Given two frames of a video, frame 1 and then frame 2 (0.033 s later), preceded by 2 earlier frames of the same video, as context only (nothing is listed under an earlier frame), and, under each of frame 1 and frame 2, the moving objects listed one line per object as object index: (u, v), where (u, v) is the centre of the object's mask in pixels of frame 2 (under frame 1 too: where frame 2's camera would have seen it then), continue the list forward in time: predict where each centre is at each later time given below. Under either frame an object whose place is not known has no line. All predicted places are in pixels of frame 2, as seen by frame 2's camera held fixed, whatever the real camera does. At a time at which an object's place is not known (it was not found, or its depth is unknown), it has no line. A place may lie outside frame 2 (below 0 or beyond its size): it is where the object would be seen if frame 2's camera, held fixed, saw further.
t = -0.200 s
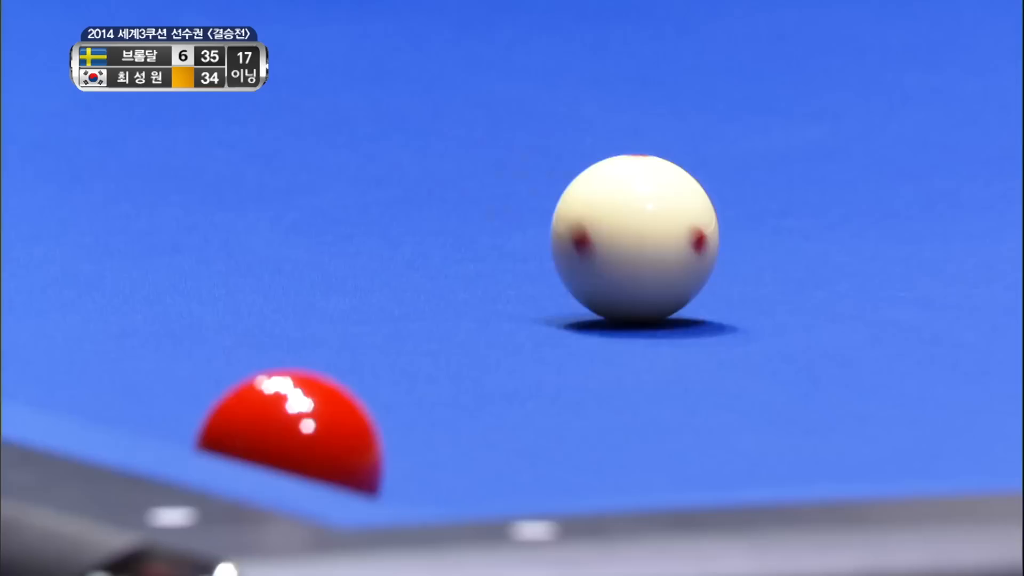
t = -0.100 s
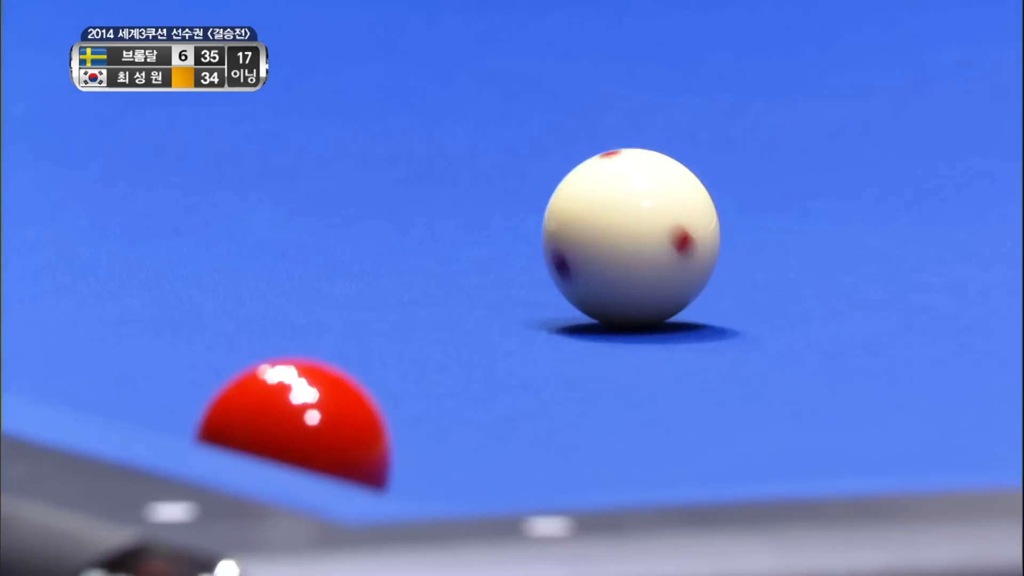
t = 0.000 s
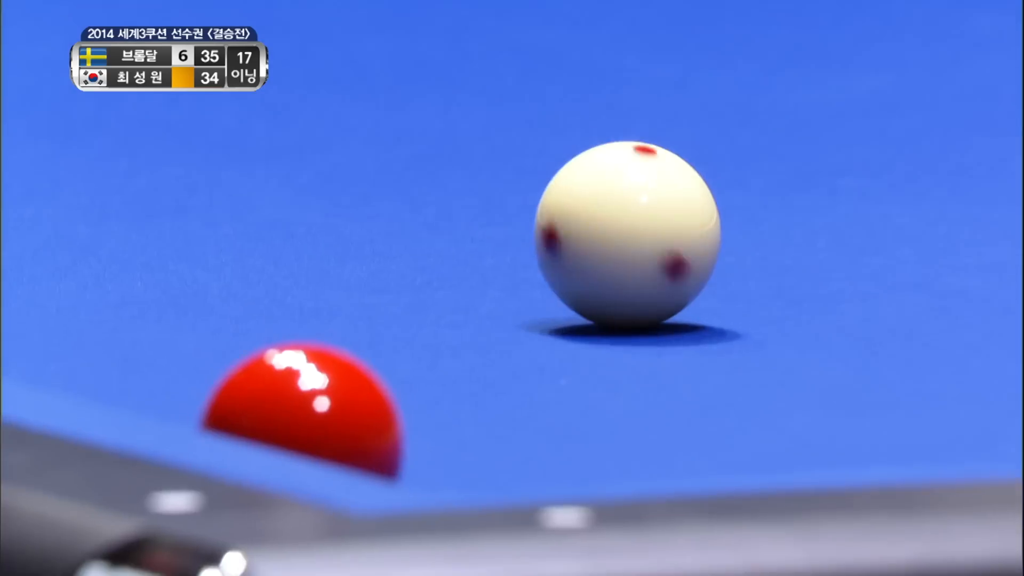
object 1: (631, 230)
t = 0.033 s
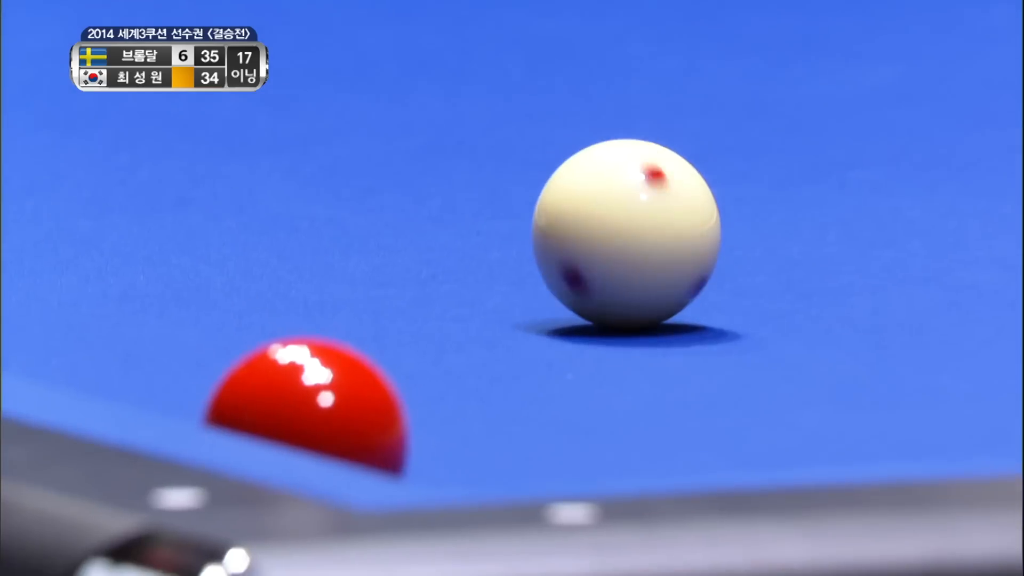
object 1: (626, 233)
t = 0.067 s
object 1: (622, 236)
